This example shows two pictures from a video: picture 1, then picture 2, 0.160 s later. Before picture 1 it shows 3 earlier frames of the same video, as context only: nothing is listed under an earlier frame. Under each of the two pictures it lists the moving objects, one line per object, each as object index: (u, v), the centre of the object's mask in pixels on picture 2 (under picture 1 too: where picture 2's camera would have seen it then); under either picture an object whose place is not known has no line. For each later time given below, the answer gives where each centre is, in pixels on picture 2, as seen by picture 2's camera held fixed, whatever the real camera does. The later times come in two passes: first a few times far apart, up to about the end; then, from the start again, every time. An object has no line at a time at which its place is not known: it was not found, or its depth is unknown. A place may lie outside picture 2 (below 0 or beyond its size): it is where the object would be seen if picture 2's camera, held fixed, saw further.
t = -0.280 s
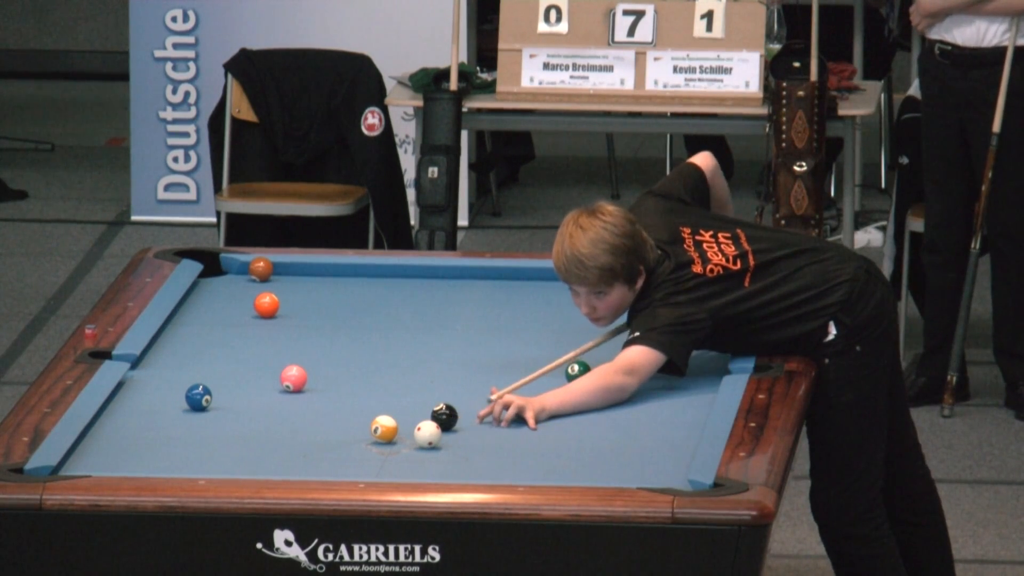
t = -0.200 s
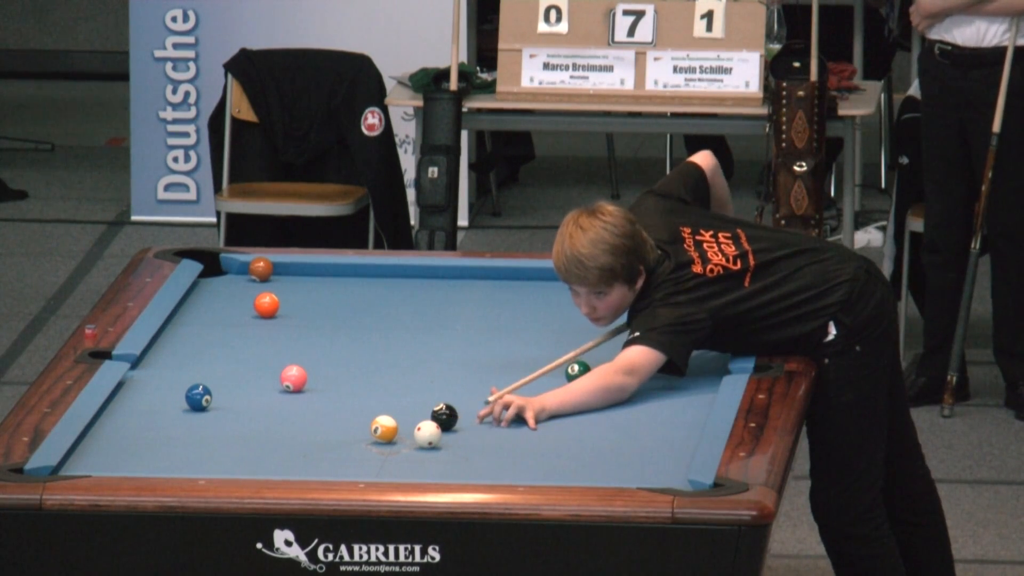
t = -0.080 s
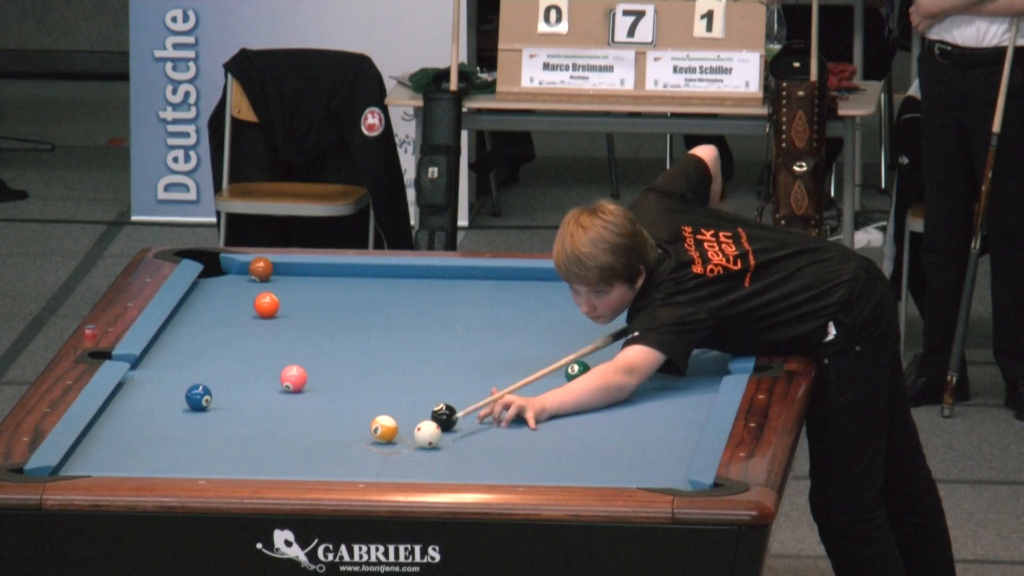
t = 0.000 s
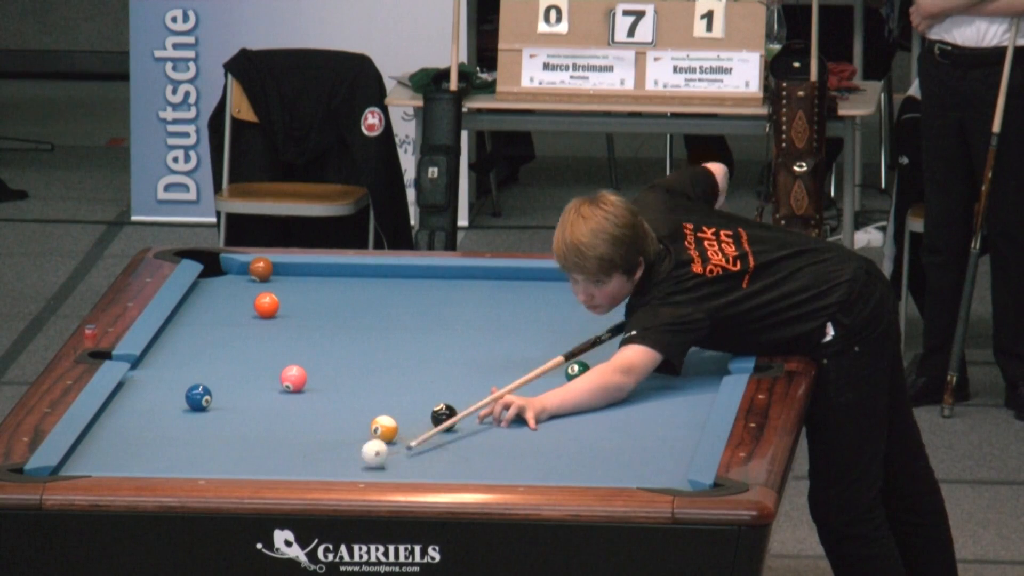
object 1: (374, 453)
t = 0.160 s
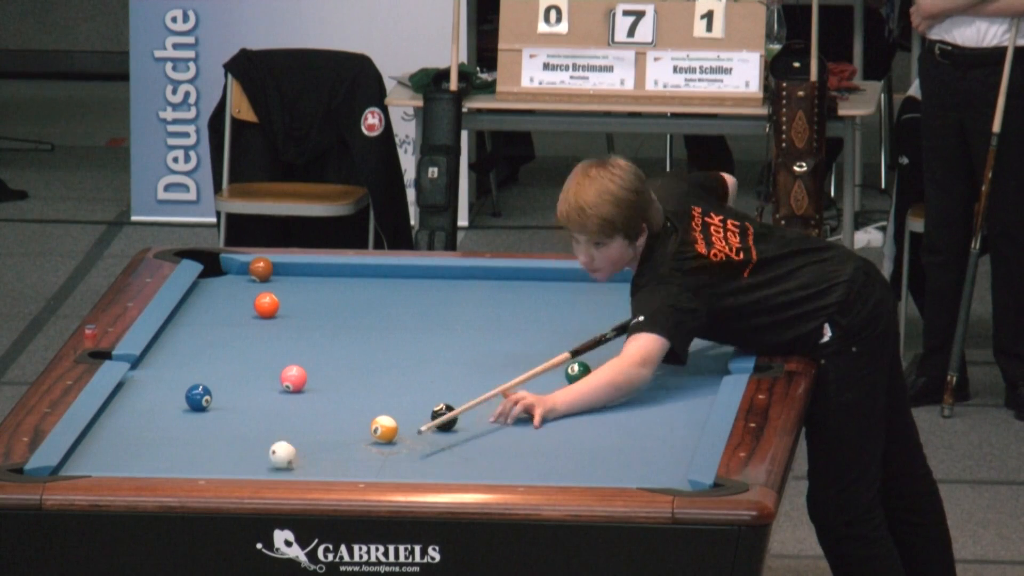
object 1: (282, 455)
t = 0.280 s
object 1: (255, 423)
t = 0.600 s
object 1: (187, 359)
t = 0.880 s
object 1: (214, 315)
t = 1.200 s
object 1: (296, 274)
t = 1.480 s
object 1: (367, 286)
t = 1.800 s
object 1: (450, 308)
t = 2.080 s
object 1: (522, 328)
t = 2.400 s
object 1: (604, 350)
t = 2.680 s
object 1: (676, 370)
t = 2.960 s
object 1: (680, 382)
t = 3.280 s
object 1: (617, 387)
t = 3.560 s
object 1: (564, 392)
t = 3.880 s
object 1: (508, 397)
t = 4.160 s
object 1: (462, 401)
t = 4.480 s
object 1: (412, 406)
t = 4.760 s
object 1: (370, 408)
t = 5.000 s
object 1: (339, 413)
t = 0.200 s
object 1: (273, 443)
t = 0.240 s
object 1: (264, 433)
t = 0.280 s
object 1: (255, 423)
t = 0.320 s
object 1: (247, 414)
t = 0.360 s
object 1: (238, 405)
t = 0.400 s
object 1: (229, 396)
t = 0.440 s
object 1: (221, 388)
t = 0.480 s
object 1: (213, 379)
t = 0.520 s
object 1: (204, 373)
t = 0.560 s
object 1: (195, 366)
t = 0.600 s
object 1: (187, 359)
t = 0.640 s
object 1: (178, 351)
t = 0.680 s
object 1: (170, 344)
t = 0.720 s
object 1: (167, 338)
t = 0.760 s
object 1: (181, 332)
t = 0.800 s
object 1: (193, 327)
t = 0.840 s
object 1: (204, 321)
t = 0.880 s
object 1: (214, 315)
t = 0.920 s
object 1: (225, 310)
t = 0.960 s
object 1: (235, 305)
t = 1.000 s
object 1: (245, 300)
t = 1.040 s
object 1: (254, 292)
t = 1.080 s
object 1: (266, 286)
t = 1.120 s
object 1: (277, 284)
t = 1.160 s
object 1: (286, 279)
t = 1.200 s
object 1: (296, 274)
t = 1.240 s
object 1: (306, 269)
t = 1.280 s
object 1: (316, 270)
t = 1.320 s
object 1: (326, 273)
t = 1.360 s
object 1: (336, 277)
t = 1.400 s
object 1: (346, 280)
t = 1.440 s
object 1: (357, 284)
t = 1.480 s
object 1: (367, 286)
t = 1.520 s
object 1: (378, 289)
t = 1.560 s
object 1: (388, 292)
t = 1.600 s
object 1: (398, 295)
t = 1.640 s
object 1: (409, 298)
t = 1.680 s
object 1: (419, 300)
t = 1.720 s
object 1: (429, 303)
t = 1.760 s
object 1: (440, 306)
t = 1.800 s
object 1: (450, 308)
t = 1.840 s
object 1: (460, 311)
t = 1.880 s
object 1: (471, 314)
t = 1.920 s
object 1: (481, 317)
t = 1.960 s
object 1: (491, 320)
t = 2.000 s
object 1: (501, 323)
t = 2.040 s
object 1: (512, 325)
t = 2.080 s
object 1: (522, 328)
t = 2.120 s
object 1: (532, 331)
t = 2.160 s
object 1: (543, 333)
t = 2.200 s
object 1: (553, 337)
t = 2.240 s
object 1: (563, 339)
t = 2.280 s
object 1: (573, 342)
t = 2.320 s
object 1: (584, 345)
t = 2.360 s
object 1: (594, 348)
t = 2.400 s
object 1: (604, 350)
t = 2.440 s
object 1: (615, 353)
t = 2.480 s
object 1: (625, 356)
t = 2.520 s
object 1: (635, 359)
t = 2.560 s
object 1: (646, 361)
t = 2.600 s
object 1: (656, 364)
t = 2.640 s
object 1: (666, 367)
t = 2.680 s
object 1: (676, 370)
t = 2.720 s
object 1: (687, 372)
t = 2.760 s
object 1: (697, 376)
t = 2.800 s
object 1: (708, 379)
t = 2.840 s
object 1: (707, 379)
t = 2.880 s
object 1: (697, 380)
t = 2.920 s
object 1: (689, 381)
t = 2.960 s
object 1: (680, 382)
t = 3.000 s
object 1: (672, 382)
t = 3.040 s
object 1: (664, 383)
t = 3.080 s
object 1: (656, 384)
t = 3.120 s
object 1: (648, 385)
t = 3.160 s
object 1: (640, 385)
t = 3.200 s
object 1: (632, 386)
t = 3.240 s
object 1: (625, 386)
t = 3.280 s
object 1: (617, 387)
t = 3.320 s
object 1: (609, 388)
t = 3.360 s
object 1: (601, 389)
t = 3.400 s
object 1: (594, 389)
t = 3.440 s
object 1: (586, 390)
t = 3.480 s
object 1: (579, 391)
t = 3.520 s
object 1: (571, 391)
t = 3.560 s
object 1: (564, 392)
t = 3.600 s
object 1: (557, 392)
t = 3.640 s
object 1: (550, 393)
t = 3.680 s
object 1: (542, 394)
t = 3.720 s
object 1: (536, 395)
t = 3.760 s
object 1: (529, 395)
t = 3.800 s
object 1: (522, 396)
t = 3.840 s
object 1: (515, 397)
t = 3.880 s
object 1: (508, 397)
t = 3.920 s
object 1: (501, 398)
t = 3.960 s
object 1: (494, 398)
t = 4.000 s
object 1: (488, 398)
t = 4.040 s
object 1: (481, 400)
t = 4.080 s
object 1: (474, 400)
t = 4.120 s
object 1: (468, 401)
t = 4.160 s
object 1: (462, 401)
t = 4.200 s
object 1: (456, 399)
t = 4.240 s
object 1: (449, 399)
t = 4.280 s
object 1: (442, 399)
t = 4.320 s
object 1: (434, 400)
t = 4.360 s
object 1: (428, 404)
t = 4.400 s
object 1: (423, 404)
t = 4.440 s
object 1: (418, 405)
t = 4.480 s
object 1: (412, 406)
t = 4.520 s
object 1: (406, 406)
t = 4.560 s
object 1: (400, 407)
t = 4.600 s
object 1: (395, 407)
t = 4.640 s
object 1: (389, 406)
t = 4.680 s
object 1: (382, 406)
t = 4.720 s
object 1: (376, 407)
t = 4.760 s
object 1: (370, 408)
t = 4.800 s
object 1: (365, 410)
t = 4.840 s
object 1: (360, 411)
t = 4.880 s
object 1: (354, 411)
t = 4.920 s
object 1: (349, 412)
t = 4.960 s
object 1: (344, 412)
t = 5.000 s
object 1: (339, 413)
